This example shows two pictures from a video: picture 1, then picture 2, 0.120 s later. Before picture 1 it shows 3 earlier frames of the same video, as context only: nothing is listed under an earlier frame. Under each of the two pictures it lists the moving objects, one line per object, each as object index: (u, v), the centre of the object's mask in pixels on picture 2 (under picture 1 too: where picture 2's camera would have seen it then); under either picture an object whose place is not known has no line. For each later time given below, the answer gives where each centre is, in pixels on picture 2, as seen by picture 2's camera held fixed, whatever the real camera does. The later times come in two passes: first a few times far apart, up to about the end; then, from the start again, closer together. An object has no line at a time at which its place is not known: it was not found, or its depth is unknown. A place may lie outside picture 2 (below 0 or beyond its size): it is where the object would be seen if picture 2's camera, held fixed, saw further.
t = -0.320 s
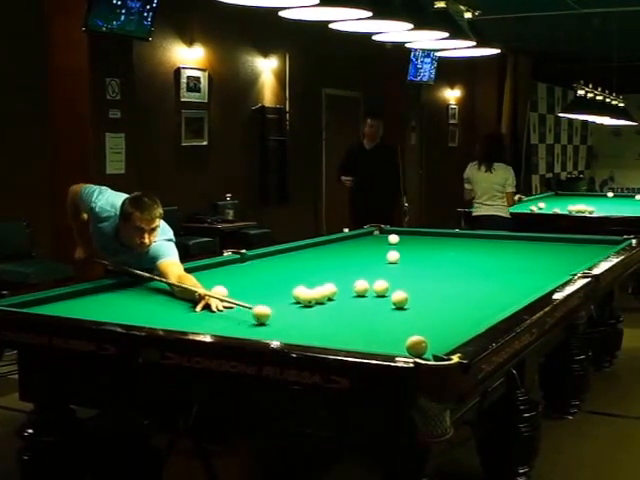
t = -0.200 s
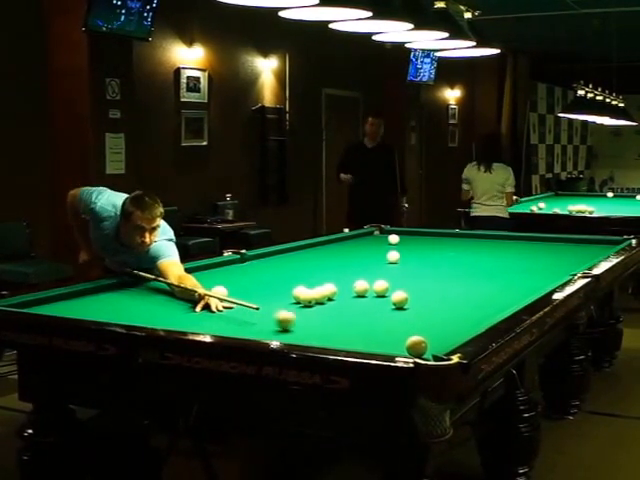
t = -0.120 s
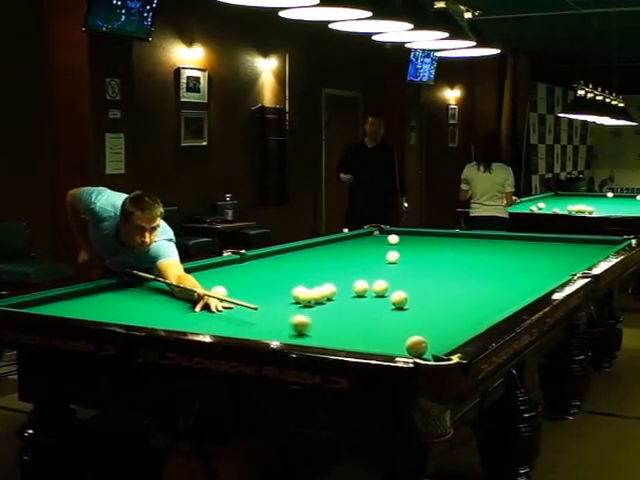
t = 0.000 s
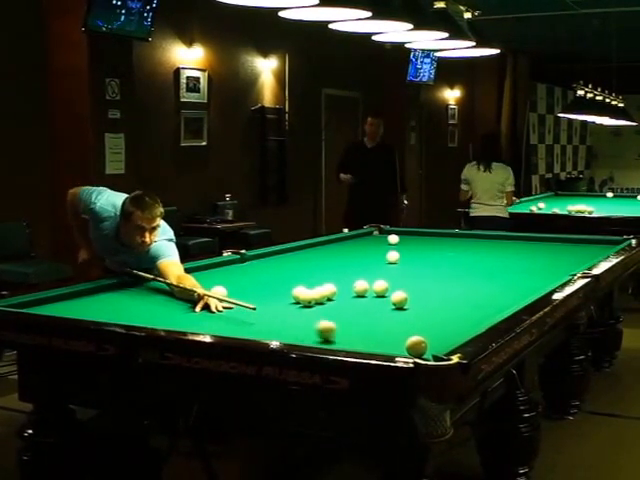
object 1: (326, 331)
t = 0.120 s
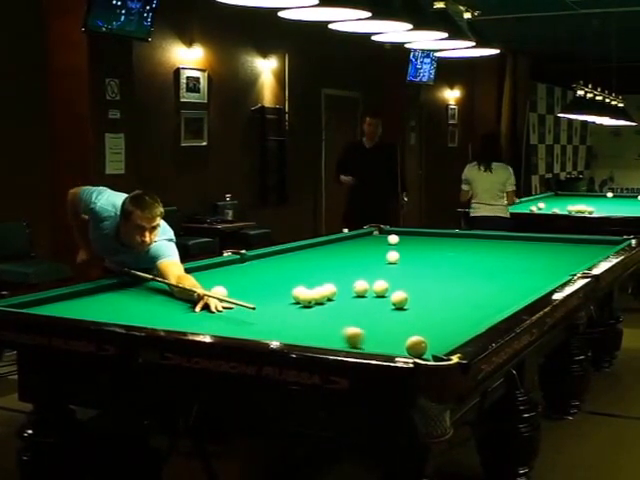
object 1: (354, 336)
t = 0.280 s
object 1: (391, 344)
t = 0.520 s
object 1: (417, 352)
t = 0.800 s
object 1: (395, 347)
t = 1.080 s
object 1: (375, 344)
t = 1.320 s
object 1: (359, 341)
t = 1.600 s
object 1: (342, 339)
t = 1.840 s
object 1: (330, 337)
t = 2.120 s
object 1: (316, 334)
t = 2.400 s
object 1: (304, 332)
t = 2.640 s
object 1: (294, 330)
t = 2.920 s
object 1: (285, 329)
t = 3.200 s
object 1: (277, 327)
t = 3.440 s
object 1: (271, 326)
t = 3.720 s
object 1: (266, 326)
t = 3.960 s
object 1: (262, 325)
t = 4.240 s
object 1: (258, 324)
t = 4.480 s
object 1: (256, 324)
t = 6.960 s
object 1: (255, 324)
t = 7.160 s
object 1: (254, 324)
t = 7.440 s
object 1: (254, 324)
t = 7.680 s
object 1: (255, 324)
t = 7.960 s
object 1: (254, 324)
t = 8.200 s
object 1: (254, 324)
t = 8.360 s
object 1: (254, 324)
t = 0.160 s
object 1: (362, 338)
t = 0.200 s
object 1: (372, 340)
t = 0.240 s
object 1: (381, 342)
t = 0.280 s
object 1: (391, 344)
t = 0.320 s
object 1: (397, 346)
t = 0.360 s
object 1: (401, 348)
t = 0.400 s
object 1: (406, 350)
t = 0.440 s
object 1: (413, 351)
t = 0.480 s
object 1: (418, 352)
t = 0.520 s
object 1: (417, 352)
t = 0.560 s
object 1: (414, 351)
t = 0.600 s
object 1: (411, 350)
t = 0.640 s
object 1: (407, 349)
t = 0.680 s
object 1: (404, 349)
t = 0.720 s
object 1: (401, 348)
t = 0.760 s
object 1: (398, 348)
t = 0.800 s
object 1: (395, 347)
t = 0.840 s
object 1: (392, 347)
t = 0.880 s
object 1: (389, 346)
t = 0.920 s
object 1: (385, 345)
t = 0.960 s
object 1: (383, 345)
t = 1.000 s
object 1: (380, 344)
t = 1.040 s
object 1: (378, 344)
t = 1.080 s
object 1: (375, 344)
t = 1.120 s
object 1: (372, 343)
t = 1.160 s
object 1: (369, 343)
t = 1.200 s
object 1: (366, 343)
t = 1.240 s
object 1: (364, 342)
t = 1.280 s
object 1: (362, 342)
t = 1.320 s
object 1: (359, 341)
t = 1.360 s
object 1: (356, 341)
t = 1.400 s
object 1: (354, 341)
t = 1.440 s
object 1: (352, 340)
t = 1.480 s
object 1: (349, 340)
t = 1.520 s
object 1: (347, 339)
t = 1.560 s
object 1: (345, 339)
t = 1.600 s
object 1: (342, 339)
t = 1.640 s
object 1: (340, 338)
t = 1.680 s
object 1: (338, 338)
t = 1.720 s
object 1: (336, 338)
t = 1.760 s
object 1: (334, 337)
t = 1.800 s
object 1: (332, 337)
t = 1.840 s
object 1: (330, 337)
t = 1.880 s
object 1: (328, 336)
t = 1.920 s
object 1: (326, 336)
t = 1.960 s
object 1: (324, 336)
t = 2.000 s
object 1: (322, 335)
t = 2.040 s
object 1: (320, 335)
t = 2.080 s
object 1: (318, 335)
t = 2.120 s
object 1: (316, 334)
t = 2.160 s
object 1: (314, 334)
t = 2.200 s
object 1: (313, 334)
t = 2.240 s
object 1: (311, 333)
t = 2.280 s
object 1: (309, 333)
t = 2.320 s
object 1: (307, 333)
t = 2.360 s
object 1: (306, 332)
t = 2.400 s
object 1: (304, 332)
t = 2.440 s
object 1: (303, 332)
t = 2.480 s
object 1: (301, 332)
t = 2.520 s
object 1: (299, 331)
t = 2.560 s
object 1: (298, 331)
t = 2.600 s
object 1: (296, 331)
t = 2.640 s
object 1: (294, 330)
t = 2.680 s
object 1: (293, 330)
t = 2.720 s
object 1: (292, 330)
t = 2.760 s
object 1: (290, 330)
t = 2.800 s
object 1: (289, 329)
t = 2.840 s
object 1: (288, 329)
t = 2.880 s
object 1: (286, 329)
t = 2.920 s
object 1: (285, 329)
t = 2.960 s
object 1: (284, 329)
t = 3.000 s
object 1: (283, 329)
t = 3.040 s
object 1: (281, 328)
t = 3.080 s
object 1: (280, 328)
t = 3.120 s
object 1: (279, 328)
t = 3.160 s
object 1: (278, 328)
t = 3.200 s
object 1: (277, 327)
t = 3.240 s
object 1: (276, 327)
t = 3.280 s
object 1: (275, 327)
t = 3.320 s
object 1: (274, 327)
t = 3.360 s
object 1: (273, 327)
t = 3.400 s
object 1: (272, 327)
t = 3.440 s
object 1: (271, 326)
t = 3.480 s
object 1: (271, 326)
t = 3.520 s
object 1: (269, 326)
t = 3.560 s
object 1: (269, 326)
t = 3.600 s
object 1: (268, 326)
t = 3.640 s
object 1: (267, 326)
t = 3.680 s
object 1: (266, 326)
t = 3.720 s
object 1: (266, 326)
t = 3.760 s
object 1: (265, 325)
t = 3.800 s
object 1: (264, 325)
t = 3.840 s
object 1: (263, 325)
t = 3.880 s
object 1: (263, 325)
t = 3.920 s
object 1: (262, 325)
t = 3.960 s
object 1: (262, 325)
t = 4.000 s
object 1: (261, 325)
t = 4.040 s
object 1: (260, 325)
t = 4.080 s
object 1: (260, 325)
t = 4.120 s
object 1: (259, 325)
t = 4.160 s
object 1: (259, 325)
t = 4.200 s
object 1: (259, 324)
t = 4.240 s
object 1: (258, 324)
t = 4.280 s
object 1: (257, 324)
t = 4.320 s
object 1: (257, 324)
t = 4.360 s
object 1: (257, 324)
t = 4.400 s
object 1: (256, 324)
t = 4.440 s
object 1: (256, 324)
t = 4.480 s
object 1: (256, 324)
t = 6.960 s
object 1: (255, 324)
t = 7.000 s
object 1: (254, 324)
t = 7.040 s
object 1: (254, 324)
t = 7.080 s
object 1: (255, 324)
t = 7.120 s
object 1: (254, 324)
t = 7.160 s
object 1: (254, 324)
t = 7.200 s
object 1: (254, 324)
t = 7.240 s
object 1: (254, 324)
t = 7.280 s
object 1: (254, 324)
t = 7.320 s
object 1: (254, 324)
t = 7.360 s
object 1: (254, 324)
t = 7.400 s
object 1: (254, 324)
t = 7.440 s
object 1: (254, 324)
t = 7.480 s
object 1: (254, 324)
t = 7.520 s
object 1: (254, 324)
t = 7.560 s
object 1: (254, 324)
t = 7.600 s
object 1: (254, 324)
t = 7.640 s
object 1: (254, 324)
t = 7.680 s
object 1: (255, 324)
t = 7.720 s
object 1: (255, 324)
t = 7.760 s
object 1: (254, 324)
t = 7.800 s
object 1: (254, 324)
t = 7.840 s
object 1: (254, 324)
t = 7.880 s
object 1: (254, 324)
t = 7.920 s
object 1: (254, 324)
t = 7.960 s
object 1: (254, 324)
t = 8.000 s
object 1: (254, 324)
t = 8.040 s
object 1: (254, 324)
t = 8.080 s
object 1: (254, 324)
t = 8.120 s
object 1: (254, 324)
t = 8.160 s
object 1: (254, 324)
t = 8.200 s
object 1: (254, 324)
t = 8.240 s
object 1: (254, 324)
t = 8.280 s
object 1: (254, 324)
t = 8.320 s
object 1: (254, 324)
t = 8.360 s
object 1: (254, 324)
